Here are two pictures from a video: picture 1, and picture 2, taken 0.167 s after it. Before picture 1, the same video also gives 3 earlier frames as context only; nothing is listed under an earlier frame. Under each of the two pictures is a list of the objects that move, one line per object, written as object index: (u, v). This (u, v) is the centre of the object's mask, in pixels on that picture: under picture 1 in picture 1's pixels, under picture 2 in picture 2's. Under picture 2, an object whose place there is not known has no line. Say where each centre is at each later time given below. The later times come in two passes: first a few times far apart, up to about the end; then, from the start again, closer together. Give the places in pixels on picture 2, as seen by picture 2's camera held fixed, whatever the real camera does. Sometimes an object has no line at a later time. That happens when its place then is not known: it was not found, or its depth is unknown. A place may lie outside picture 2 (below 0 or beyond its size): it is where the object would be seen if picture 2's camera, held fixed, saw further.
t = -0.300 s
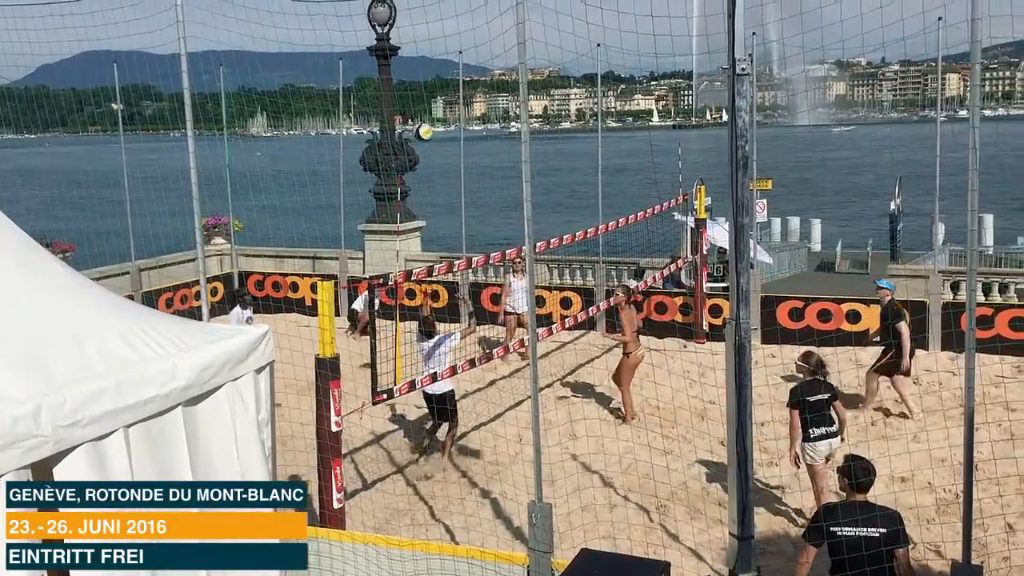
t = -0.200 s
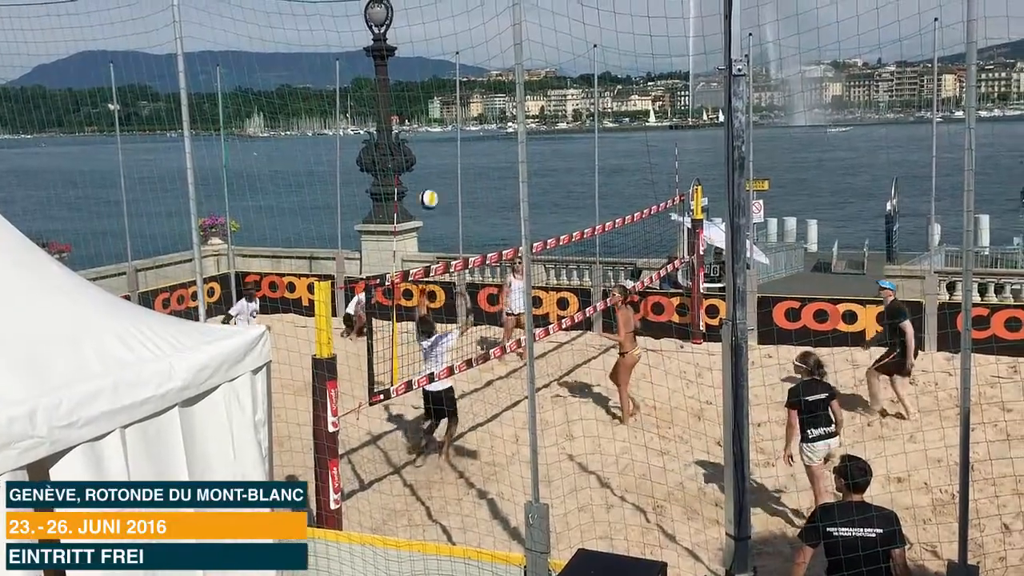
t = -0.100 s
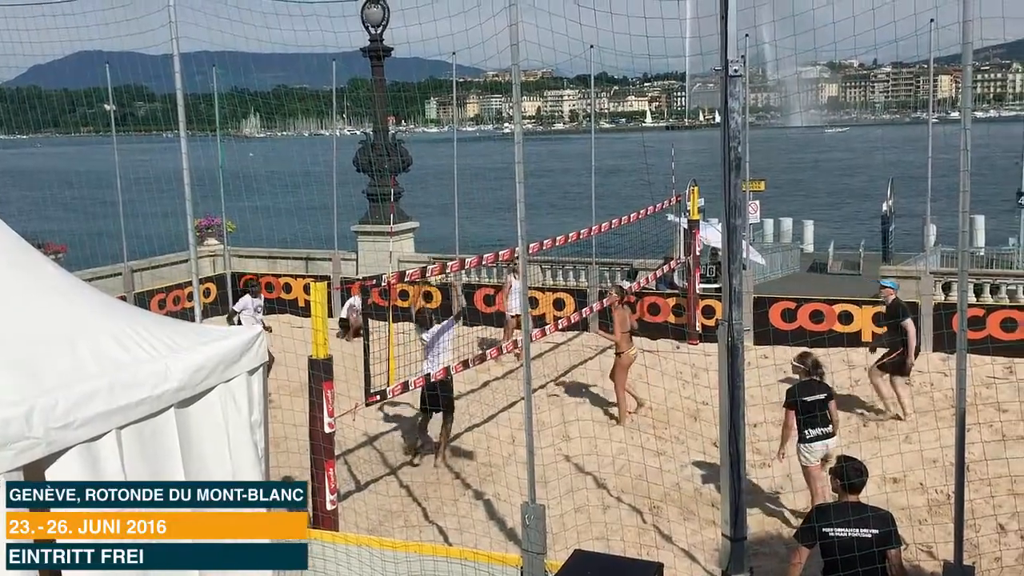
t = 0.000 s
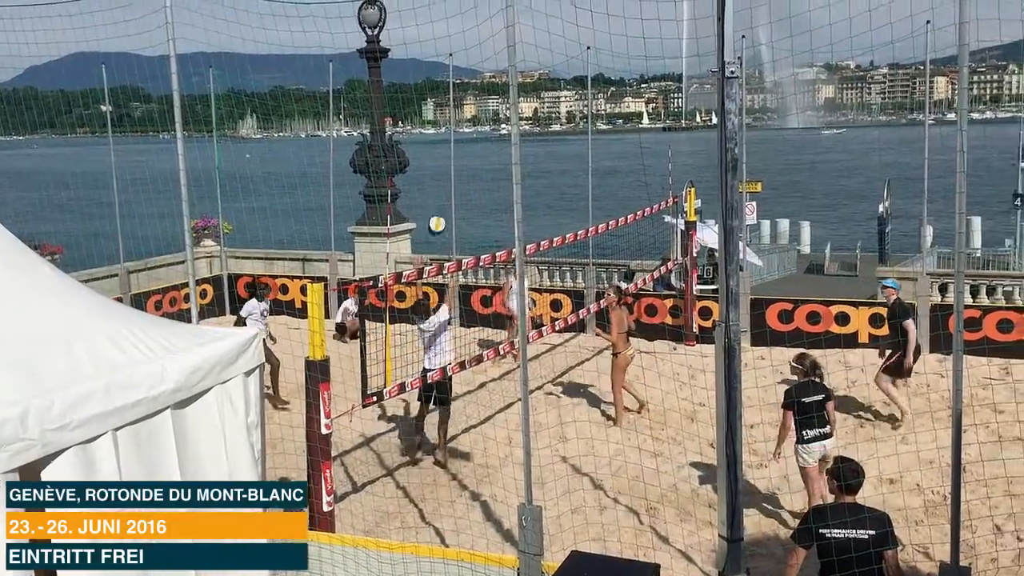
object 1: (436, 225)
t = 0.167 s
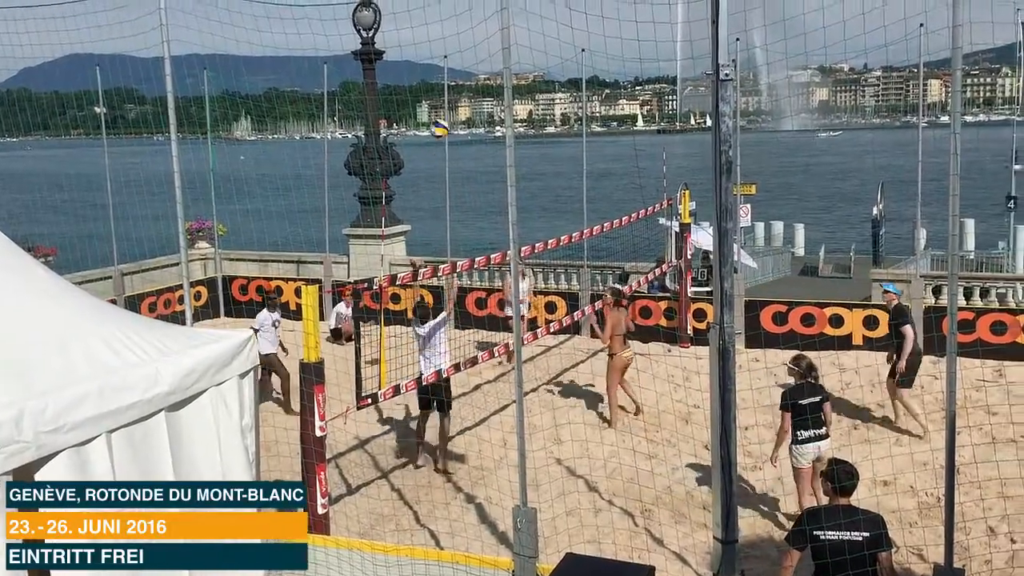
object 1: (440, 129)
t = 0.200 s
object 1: (441, 112)
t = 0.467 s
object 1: (457, 30)
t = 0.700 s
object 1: (474, 12)
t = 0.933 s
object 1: (493, 41)
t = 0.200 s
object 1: (441, 112)
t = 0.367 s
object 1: (450, 52)
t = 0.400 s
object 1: (452, 44)
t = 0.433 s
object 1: (455, 36)
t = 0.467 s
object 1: (457, 30)
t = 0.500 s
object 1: (460, 25)
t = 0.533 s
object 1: (462, 21)
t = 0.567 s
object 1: (464, 17)
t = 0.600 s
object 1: (466, 14)
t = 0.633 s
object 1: (469, 13)
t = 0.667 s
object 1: (471, 12)
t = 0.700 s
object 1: (474, 12)
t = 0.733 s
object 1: (477, 14)
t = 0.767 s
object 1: (479, 16)
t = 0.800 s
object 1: (482, 19)
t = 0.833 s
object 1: (484, 24)
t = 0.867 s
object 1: (488, 28)
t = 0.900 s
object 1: (490, 34)
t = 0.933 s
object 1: (493, 41)
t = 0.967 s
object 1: (495, 47)
